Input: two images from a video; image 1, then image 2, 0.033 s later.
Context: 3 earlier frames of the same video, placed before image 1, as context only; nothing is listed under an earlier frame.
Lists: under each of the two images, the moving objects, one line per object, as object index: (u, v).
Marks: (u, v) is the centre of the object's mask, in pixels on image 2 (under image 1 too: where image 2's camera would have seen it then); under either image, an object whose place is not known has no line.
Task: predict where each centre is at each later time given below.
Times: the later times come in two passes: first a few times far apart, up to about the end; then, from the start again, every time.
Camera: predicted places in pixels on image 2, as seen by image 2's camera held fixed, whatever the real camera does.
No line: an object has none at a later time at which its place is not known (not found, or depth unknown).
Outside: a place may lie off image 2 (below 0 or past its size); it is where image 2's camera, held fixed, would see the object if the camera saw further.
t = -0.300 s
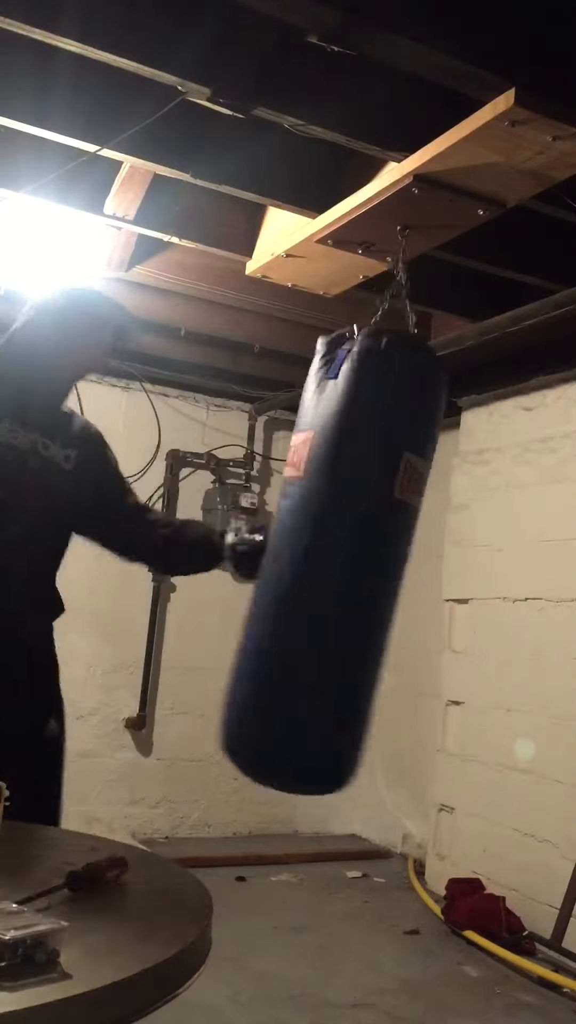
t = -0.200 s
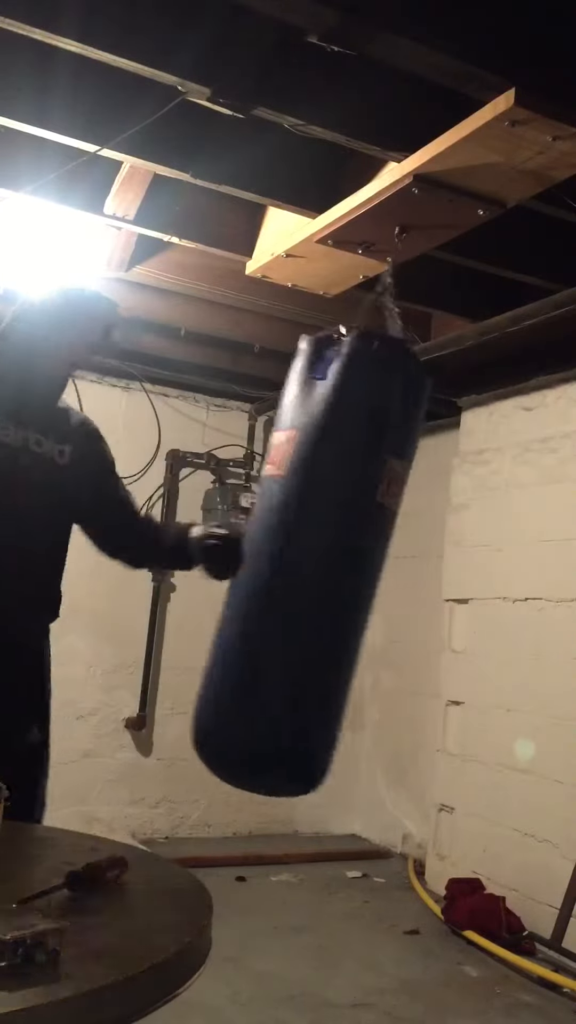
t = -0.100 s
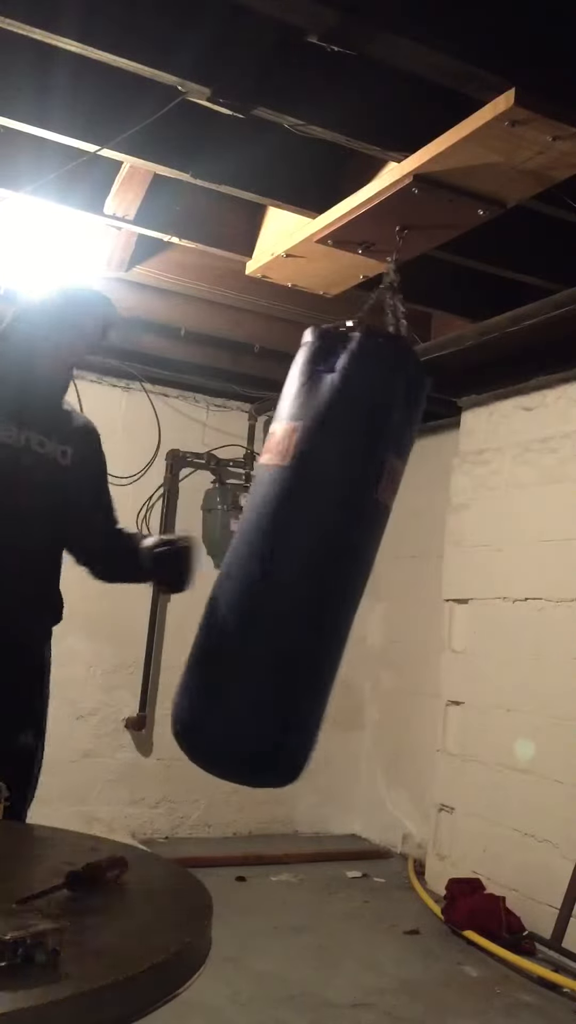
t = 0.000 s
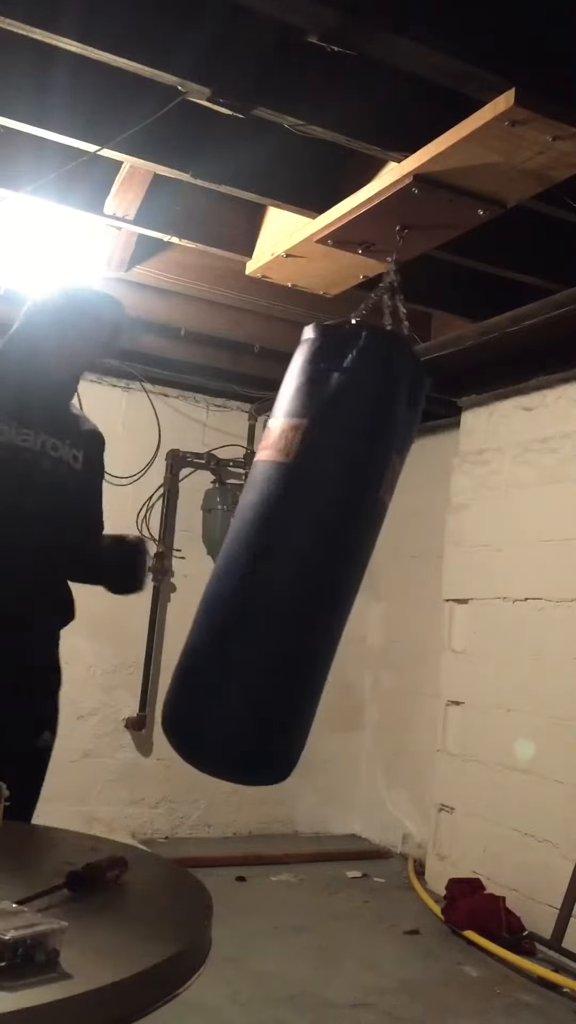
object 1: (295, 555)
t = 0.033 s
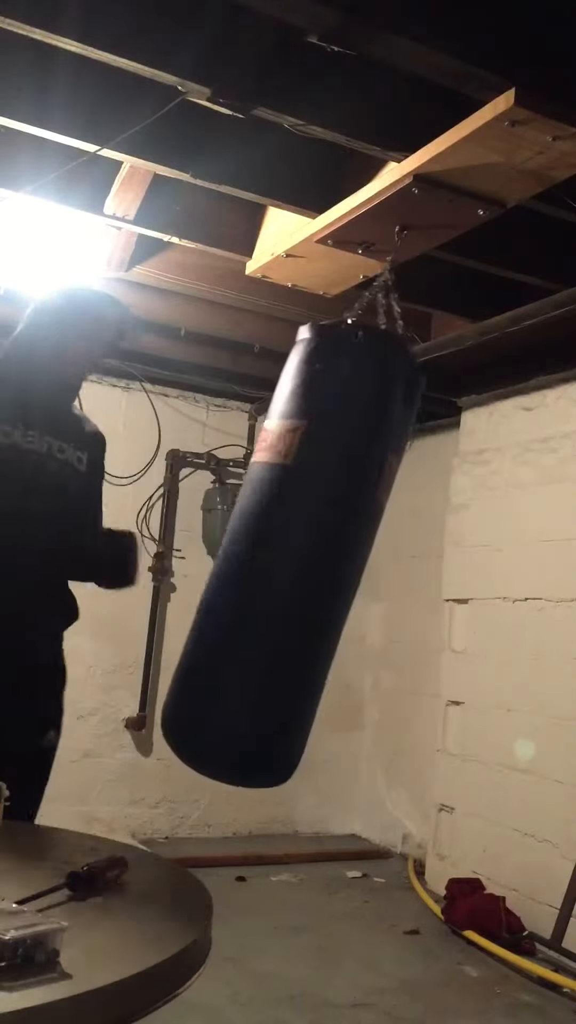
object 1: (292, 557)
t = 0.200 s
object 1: (305, 560)
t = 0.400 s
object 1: (342, 571)
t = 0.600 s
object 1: (391, 579)
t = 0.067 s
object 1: (292, 558)
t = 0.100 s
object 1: (294, 559)
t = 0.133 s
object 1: (298, 560)
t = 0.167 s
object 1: (302, 560)
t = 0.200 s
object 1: (305, 560)
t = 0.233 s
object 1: (309, 562)
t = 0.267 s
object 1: (314, 564)
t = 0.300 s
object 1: (319, 567)
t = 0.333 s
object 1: (326, 570)
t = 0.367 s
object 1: (334, 571)
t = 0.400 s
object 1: (342, 571)
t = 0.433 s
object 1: (349, 572)
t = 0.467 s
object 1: (357, 572)
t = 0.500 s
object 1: (365, 573)
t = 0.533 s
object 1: (373, 576)
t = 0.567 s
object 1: (382, 578)
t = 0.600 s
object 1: (391, 579)
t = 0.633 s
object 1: (399, 579)
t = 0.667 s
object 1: (407, 578)
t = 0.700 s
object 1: (414, 577)
